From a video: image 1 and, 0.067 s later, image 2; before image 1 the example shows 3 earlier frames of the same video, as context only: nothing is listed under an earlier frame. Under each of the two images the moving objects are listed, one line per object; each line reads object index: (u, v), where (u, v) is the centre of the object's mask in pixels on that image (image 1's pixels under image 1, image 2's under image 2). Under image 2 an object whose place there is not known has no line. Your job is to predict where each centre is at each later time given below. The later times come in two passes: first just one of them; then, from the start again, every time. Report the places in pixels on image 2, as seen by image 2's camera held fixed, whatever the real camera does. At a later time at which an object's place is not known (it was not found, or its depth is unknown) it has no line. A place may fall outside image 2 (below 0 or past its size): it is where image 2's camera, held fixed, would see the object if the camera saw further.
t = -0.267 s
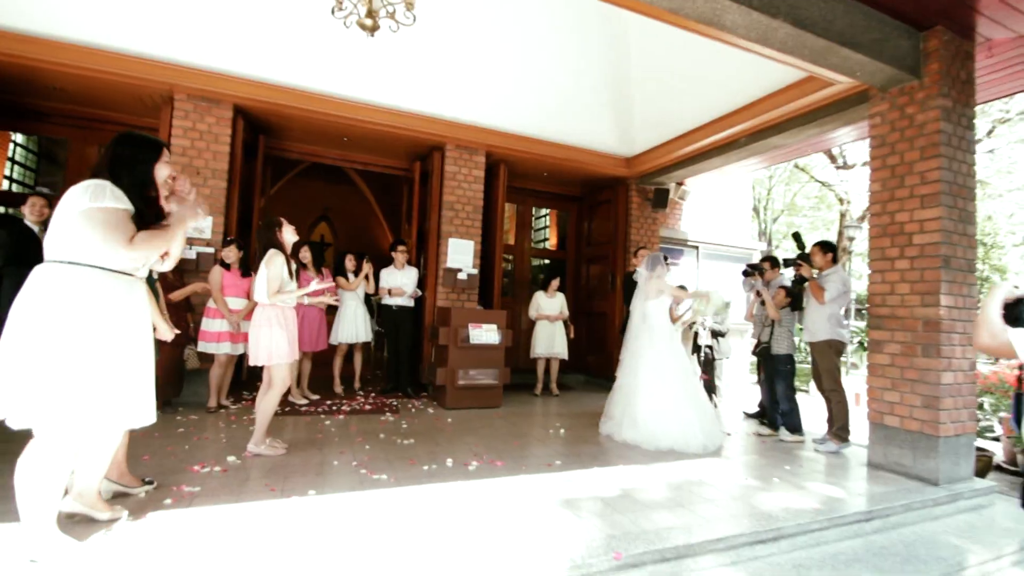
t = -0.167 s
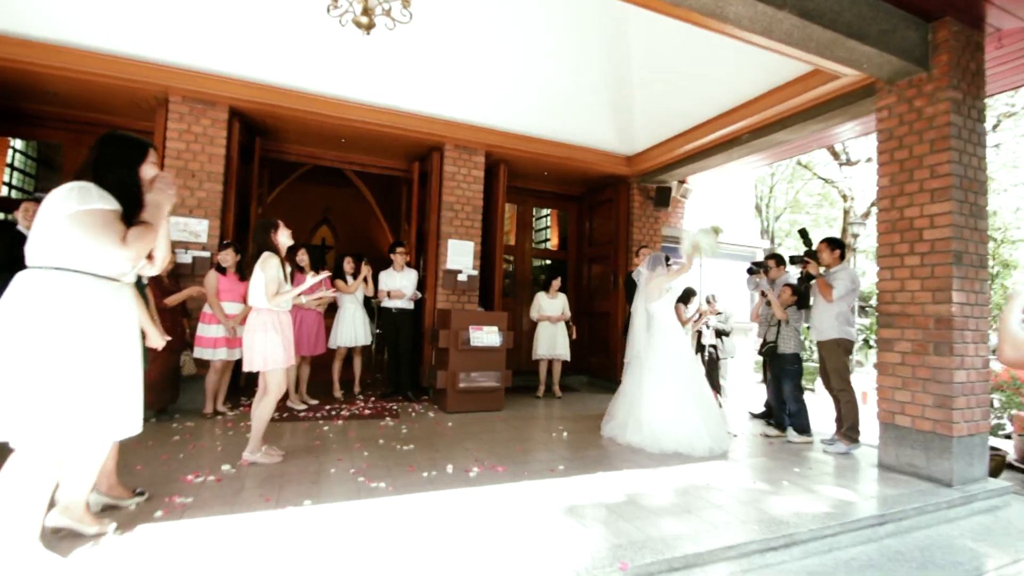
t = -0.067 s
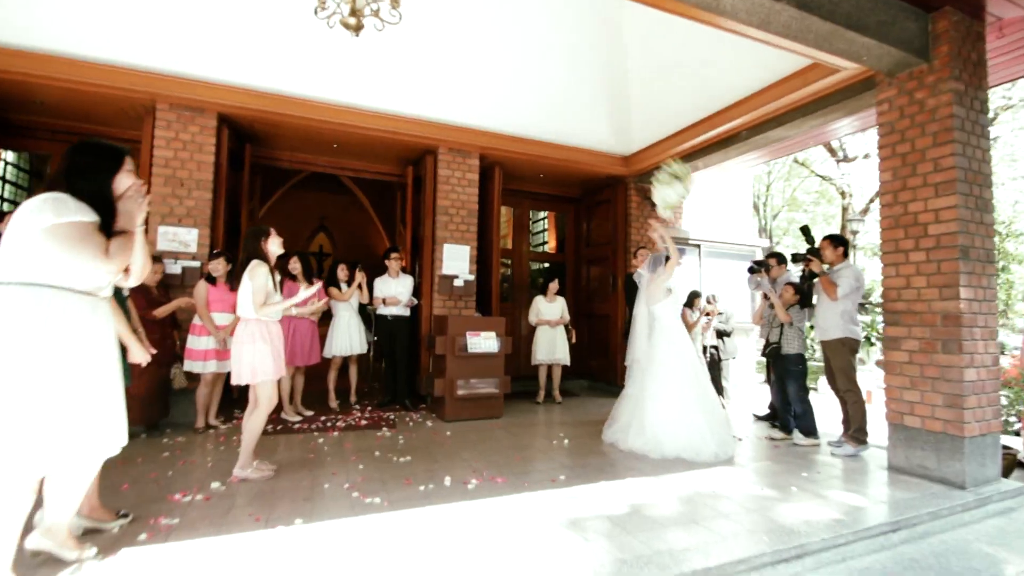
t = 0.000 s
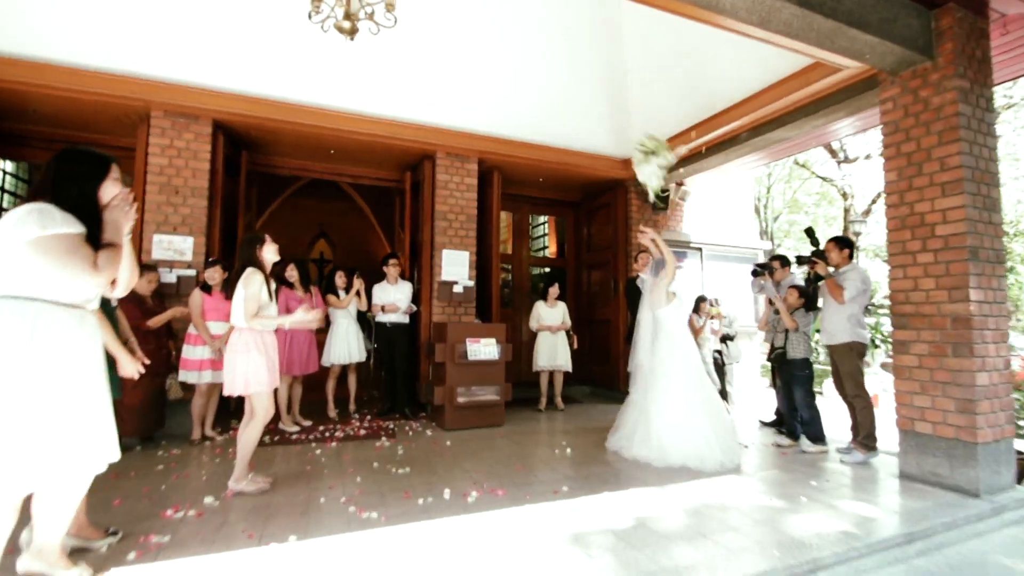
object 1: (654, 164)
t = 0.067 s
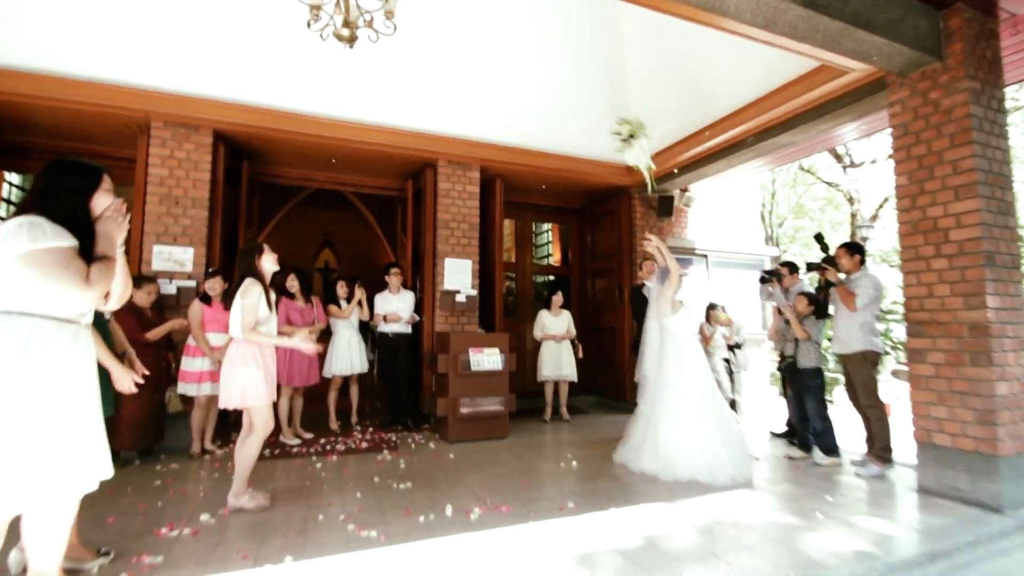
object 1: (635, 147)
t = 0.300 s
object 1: (552, 86)
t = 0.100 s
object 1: (623, 134)
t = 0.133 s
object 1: (612, 123)
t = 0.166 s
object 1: (599, 113)
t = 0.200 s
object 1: (587, 104)
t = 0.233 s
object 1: (575, 97)
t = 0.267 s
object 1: (565, 91)
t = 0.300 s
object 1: (552, 86)
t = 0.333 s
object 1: (541, 83)
